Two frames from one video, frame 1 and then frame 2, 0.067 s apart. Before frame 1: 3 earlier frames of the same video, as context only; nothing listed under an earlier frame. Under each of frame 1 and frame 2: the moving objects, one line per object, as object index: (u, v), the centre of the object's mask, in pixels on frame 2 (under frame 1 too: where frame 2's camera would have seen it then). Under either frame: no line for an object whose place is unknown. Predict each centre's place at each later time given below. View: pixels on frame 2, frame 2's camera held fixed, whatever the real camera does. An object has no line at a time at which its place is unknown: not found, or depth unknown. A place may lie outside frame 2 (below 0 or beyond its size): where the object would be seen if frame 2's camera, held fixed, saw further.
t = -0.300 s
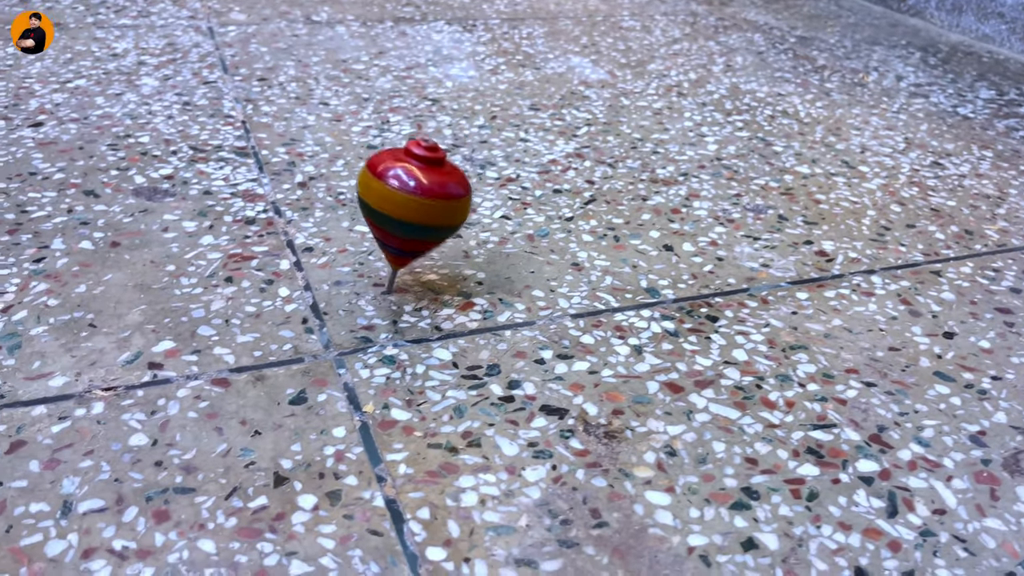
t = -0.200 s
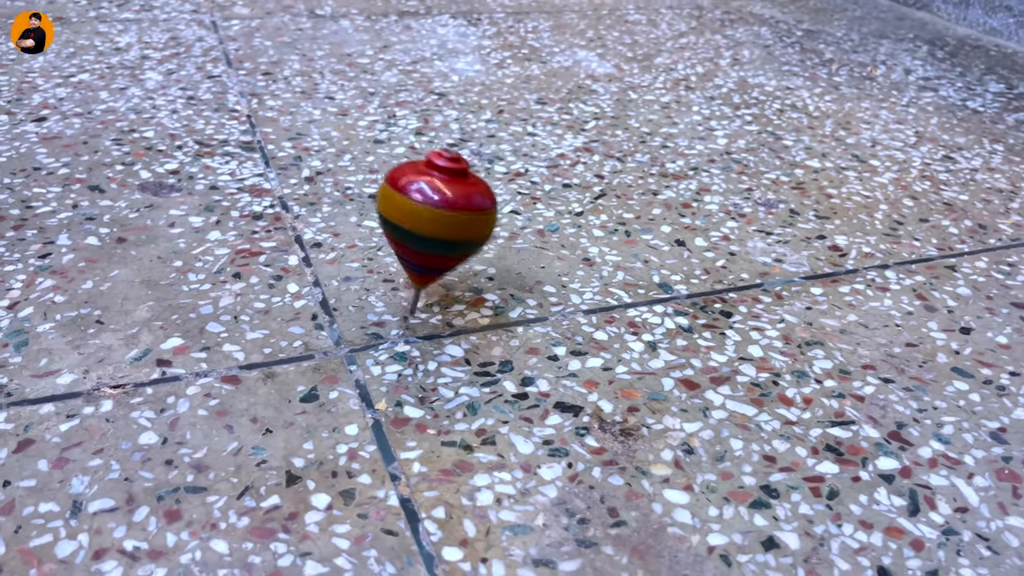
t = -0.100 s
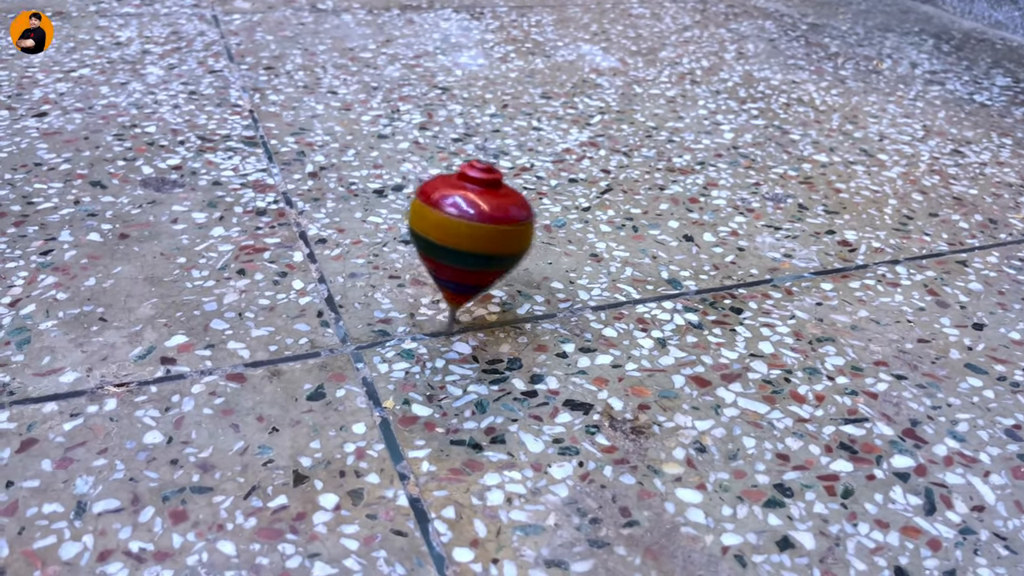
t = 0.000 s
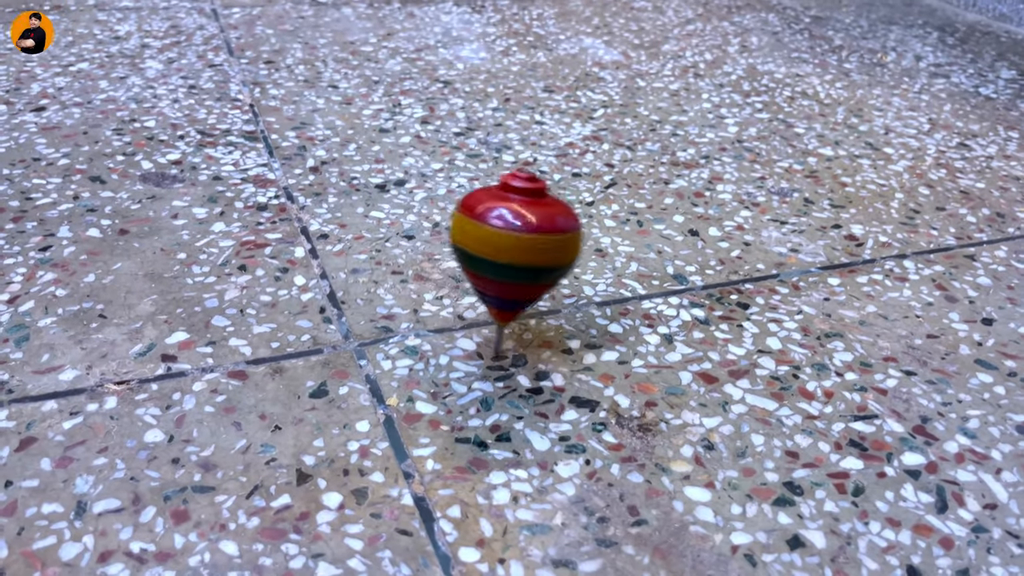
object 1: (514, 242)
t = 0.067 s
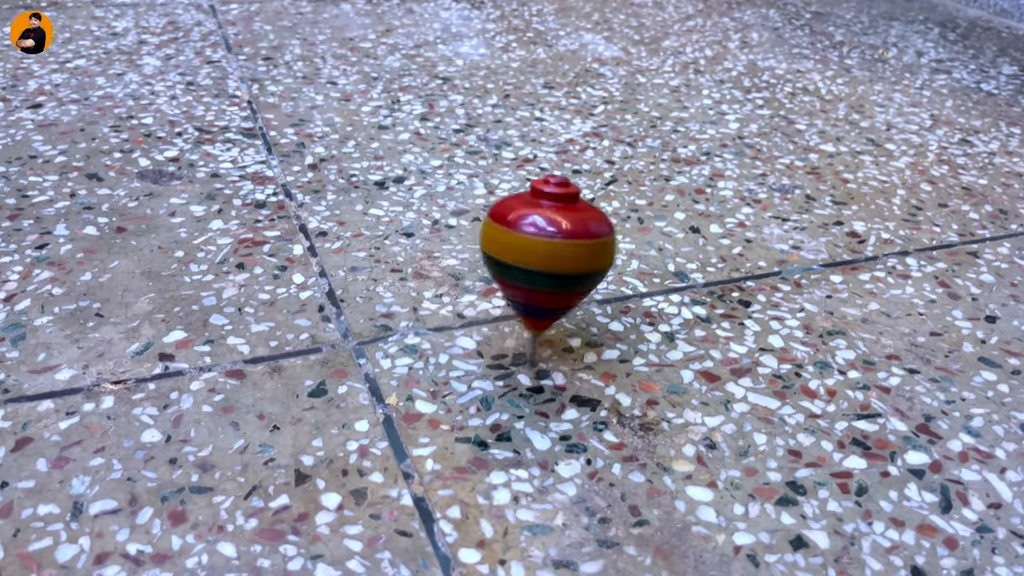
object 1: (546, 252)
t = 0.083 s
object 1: (556, 253)
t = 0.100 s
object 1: (565, 254)
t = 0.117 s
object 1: (575, 256)
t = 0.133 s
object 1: (585, 258)
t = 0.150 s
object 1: (594, 259)
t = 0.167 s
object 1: (604, 258)
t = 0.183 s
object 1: (613, 261)
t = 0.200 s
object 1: (623, 261)
